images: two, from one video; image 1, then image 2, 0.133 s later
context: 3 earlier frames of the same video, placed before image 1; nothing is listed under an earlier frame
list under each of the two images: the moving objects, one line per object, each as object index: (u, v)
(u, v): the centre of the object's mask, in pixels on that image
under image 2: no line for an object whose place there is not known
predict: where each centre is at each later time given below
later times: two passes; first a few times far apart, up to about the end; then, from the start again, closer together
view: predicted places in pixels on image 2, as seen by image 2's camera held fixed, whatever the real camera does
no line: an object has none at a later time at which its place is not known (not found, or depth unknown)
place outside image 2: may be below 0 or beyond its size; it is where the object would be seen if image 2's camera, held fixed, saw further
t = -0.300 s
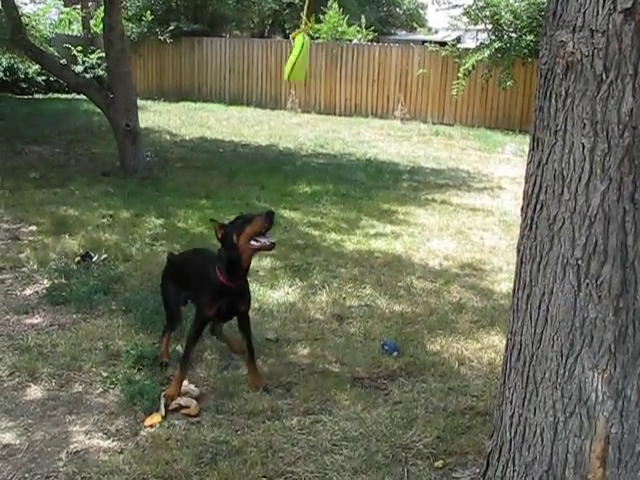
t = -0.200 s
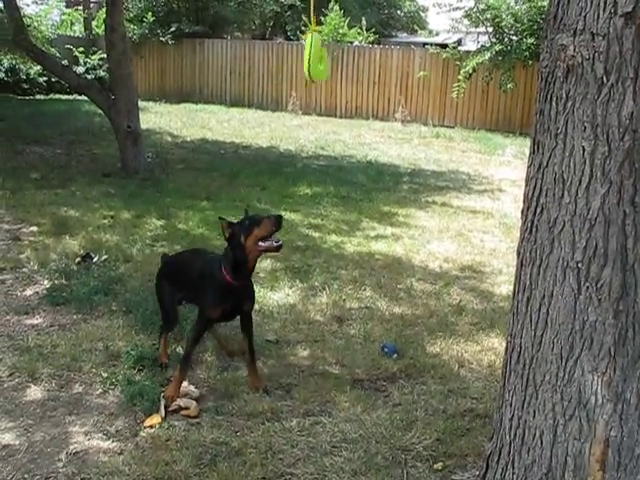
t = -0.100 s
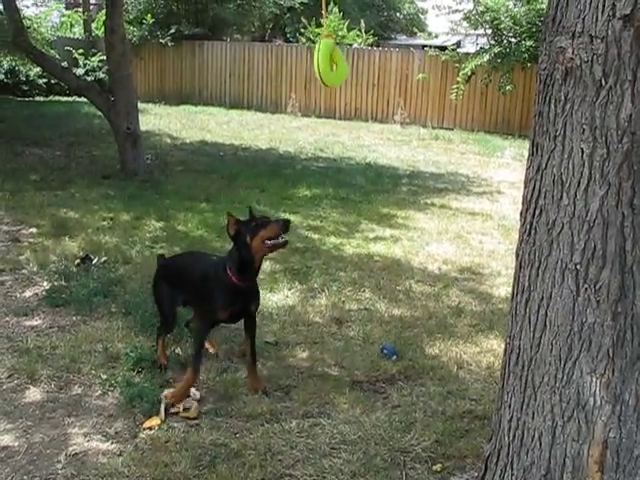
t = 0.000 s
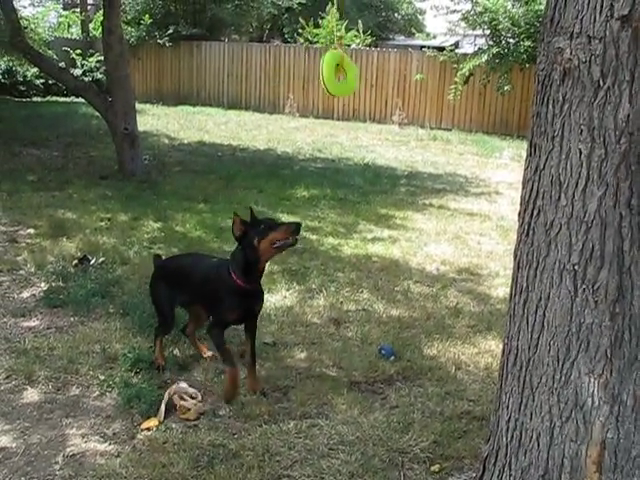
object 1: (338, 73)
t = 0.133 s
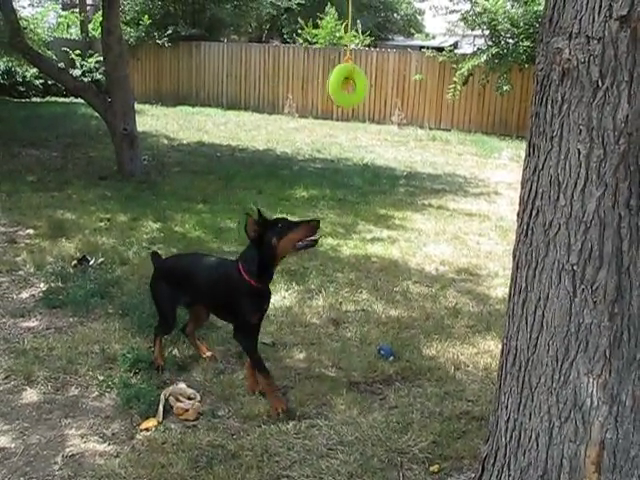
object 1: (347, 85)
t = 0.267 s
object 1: (354, 84)
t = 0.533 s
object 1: (350, 70)
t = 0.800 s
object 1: (320, 64)
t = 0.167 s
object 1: (349, 86)
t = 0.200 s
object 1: (351, 85)
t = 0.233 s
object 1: (353, 85)
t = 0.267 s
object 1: (354, 84)
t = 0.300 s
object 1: (355, 82)
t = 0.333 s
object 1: (356, 80)
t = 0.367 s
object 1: (357, 78)
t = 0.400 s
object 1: (357, 76)
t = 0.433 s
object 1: (355, 75)
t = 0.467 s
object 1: (354, 73)
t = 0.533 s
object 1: (350, 70)
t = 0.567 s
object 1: (346, 70)
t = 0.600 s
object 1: (343, 68)
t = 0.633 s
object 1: (340, 65)
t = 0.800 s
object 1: (320, 64)
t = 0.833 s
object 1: (316, 64)
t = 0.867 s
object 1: (312, 64)
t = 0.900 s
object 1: (308, 63)
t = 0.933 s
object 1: (303, 64)
